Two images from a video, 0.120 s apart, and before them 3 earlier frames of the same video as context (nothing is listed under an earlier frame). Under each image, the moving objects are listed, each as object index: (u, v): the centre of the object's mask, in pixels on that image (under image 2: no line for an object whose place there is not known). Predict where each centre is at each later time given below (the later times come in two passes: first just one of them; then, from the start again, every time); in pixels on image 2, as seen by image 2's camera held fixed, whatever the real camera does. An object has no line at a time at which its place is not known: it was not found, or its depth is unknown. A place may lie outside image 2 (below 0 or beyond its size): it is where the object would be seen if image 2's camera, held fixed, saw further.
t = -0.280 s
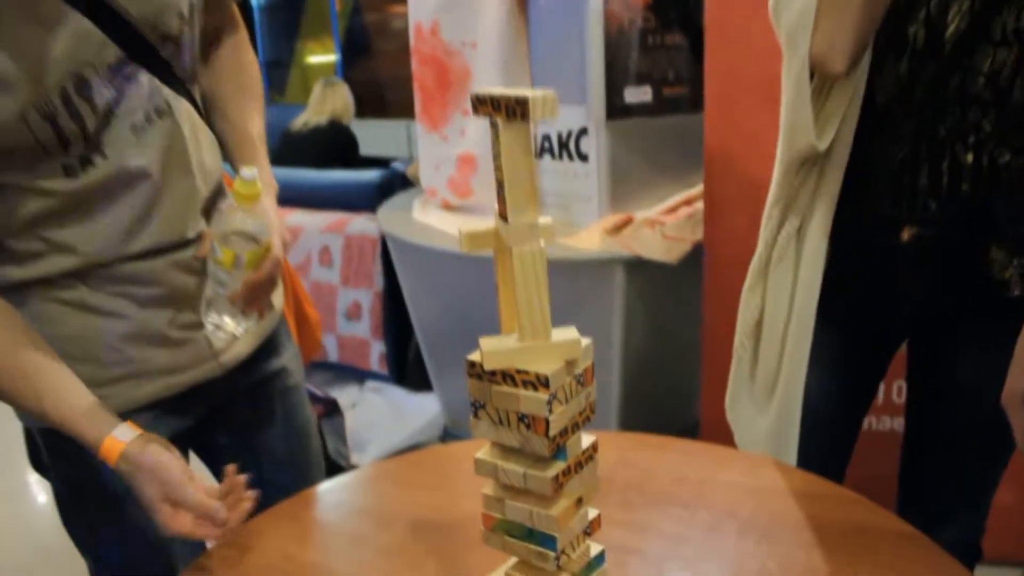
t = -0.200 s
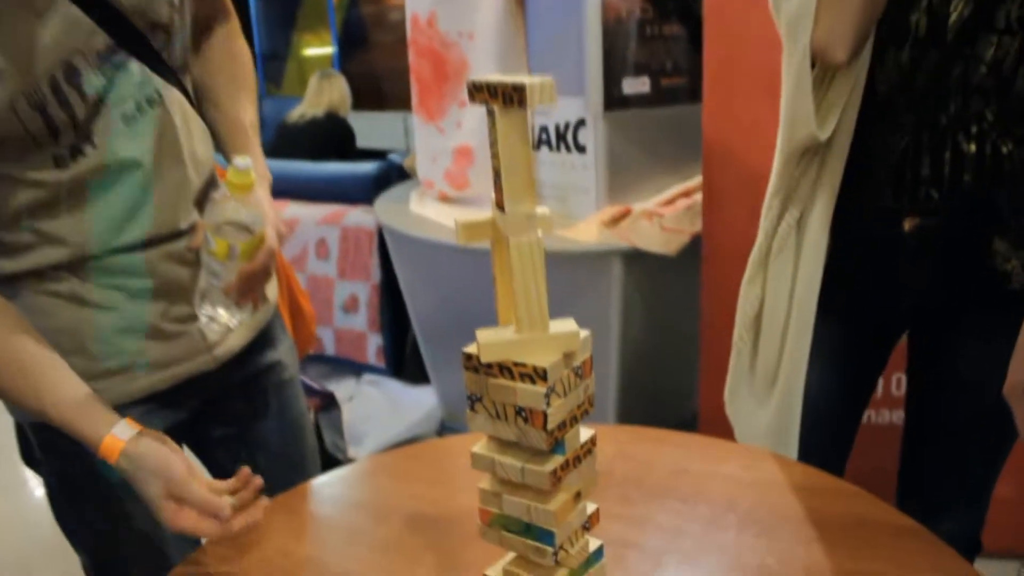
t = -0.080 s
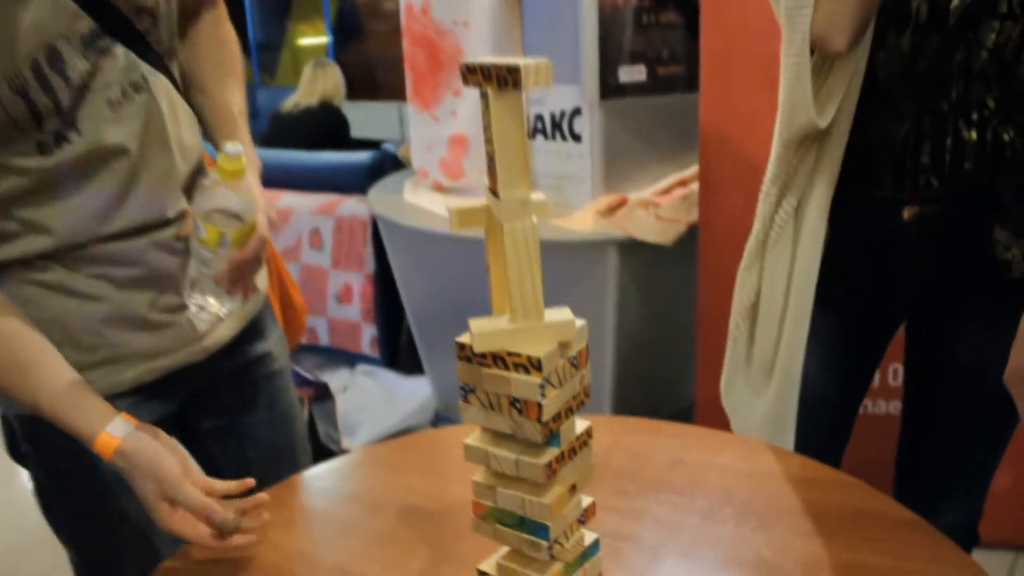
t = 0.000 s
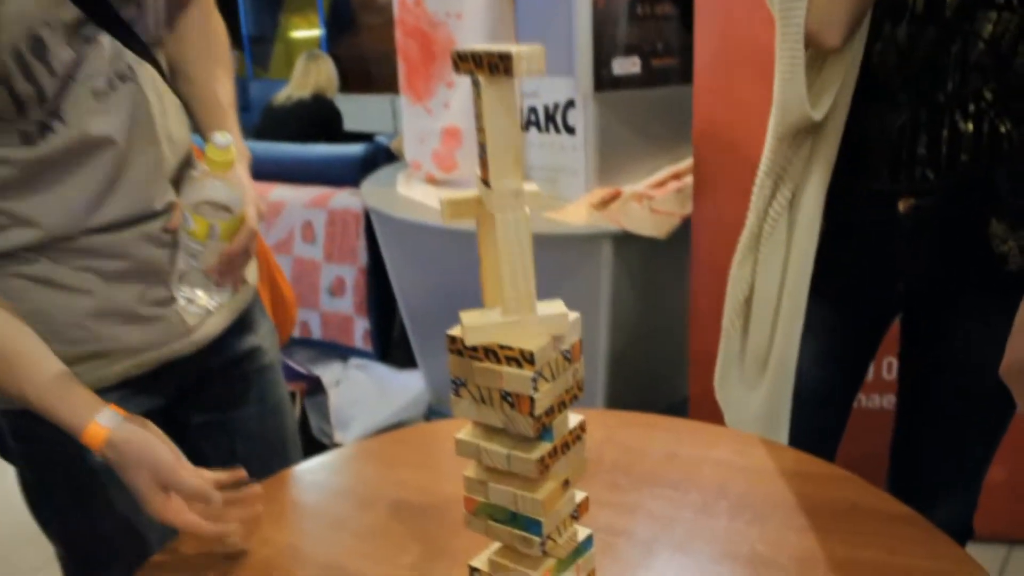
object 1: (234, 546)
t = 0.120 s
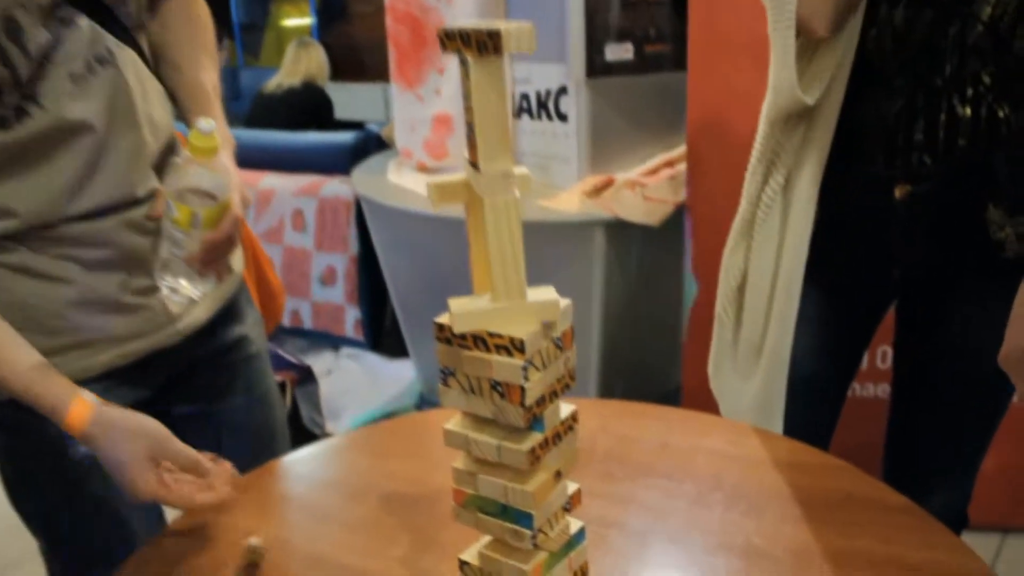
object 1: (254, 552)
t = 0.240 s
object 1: (291, 556)
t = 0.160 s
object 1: (267, 552)
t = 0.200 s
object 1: (280, 555)
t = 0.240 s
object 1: (291, 556)
